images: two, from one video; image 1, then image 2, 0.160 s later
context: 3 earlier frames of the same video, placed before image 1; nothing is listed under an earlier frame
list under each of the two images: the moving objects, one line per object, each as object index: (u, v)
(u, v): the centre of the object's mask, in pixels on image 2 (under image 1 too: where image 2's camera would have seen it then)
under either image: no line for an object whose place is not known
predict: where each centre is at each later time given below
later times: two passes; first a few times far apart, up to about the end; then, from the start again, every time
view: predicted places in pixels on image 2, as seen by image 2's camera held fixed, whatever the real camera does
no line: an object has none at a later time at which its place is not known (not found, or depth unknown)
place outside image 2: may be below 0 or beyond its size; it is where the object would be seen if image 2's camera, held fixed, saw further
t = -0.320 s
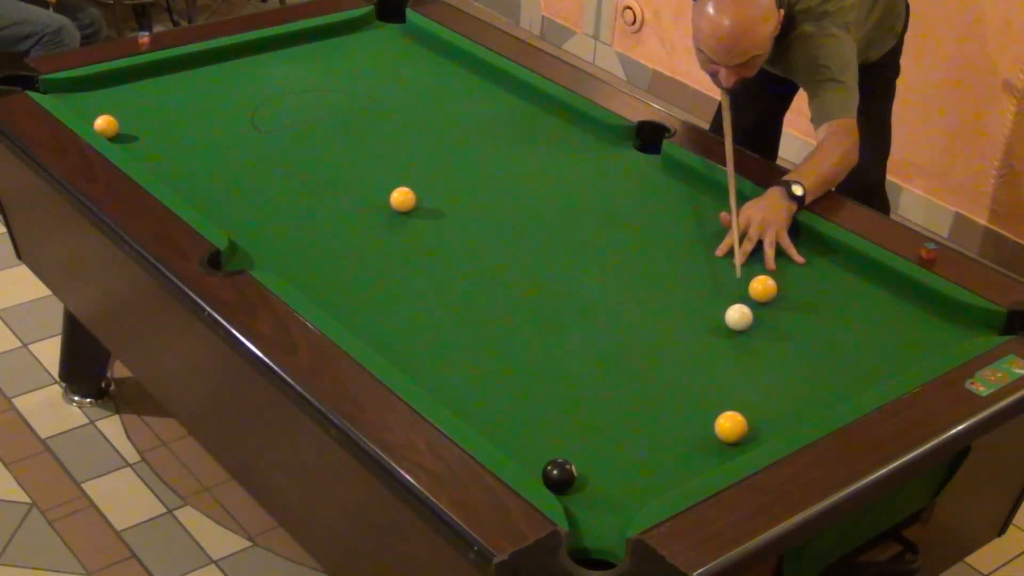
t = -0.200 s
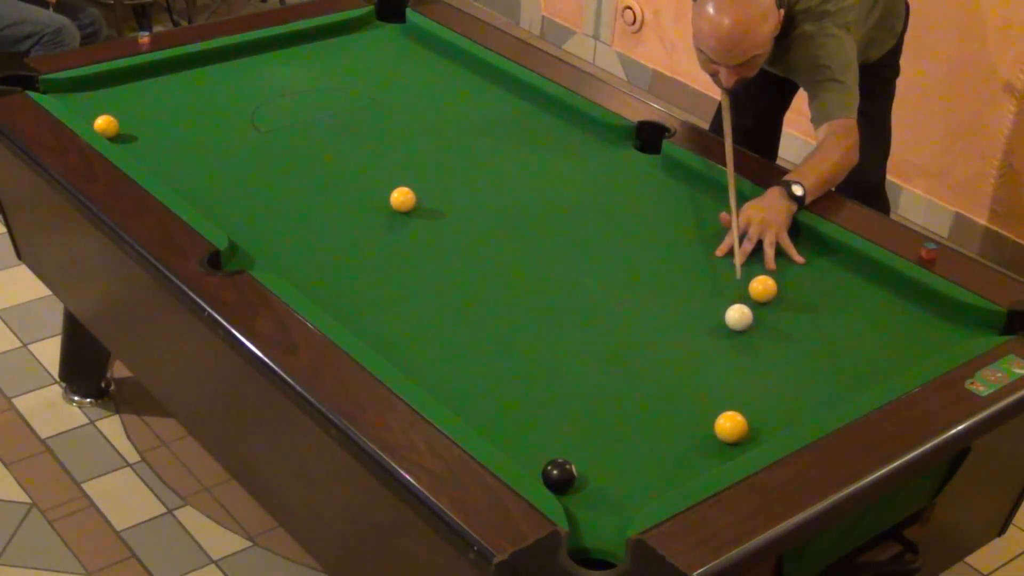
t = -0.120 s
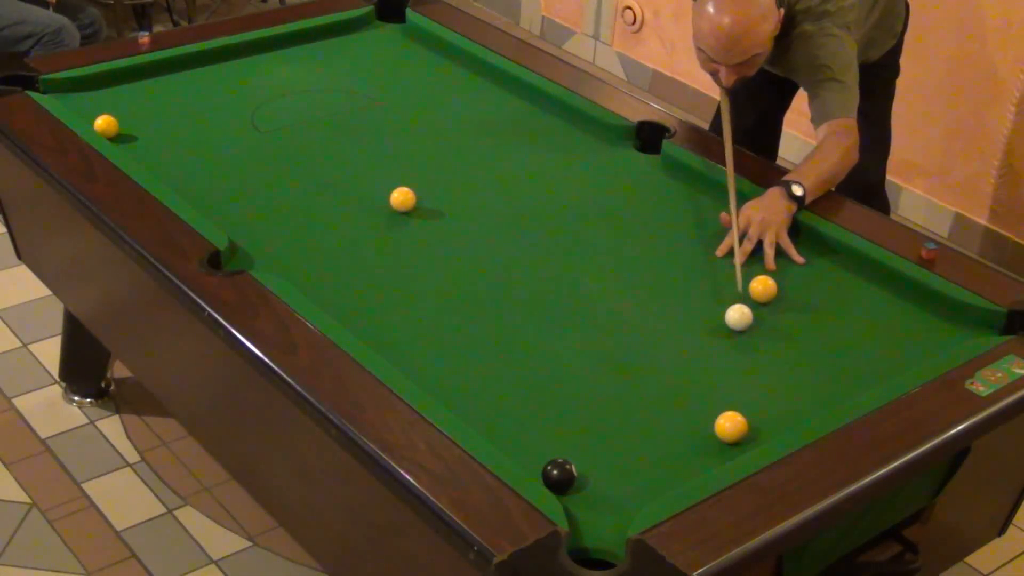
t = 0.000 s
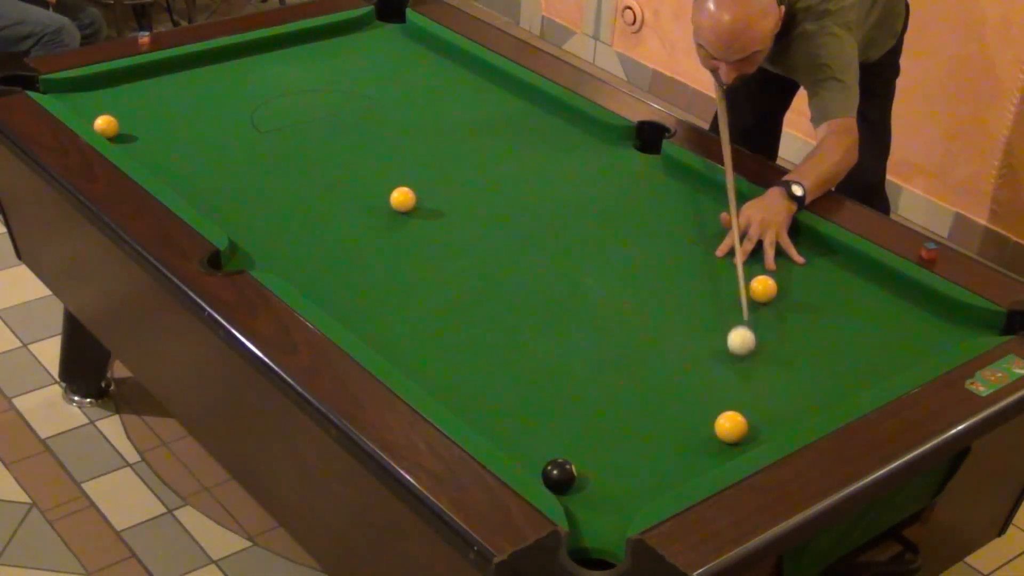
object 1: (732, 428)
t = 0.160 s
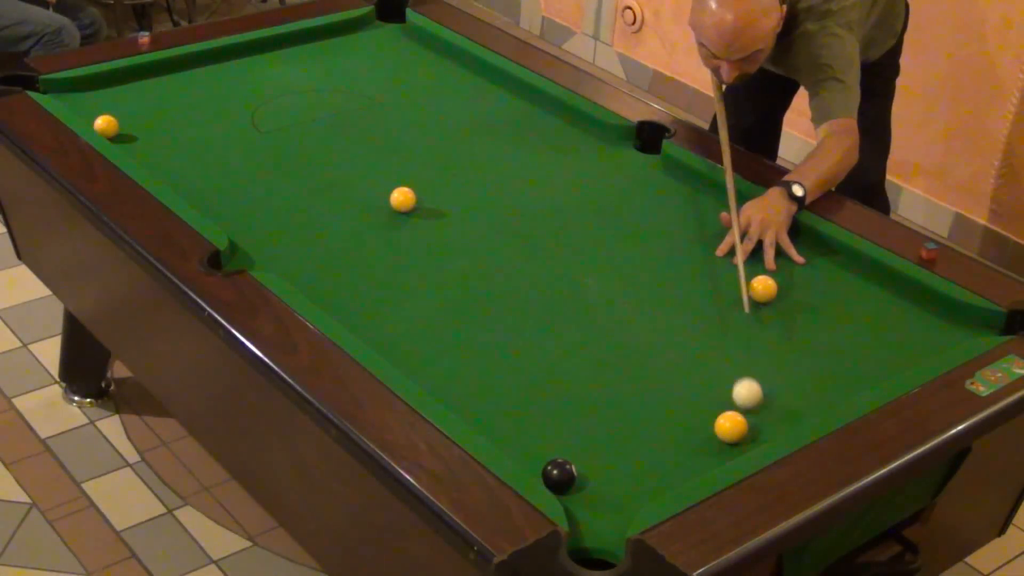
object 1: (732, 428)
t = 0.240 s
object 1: (727, 431)
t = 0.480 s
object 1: (687, 457)
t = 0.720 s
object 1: (650, 481)
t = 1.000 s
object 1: (607, 508)
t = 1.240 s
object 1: (592, 527)
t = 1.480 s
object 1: (601, 562)
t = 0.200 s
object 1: (731, 428)
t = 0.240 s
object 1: (727, 431)
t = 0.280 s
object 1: (719, 436)
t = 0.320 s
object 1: (713, 440)
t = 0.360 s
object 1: (706, 444)
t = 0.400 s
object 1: (700, 448)
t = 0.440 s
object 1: (694, 453)
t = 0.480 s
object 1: (687, 457)
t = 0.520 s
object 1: (681, 461)
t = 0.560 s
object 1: (675, 465)
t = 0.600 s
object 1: (668, 469)
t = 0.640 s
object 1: (662, 473)
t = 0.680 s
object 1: (656, 477)
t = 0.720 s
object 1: (650, 481)
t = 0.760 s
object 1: (644, 485)
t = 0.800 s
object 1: (638, 489)
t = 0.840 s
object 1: (631, 493)
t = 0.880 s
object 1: (625, 497)
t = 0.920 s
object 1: (619, 501)
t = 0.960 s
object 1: (613, 505)
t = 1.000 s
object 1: (607, 508)
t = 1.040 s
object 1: (601, 512)
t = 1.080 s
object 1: (595, 515)
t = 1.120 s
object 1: (590, 519)
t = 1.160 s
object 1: (585, 523)
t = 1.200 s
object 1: (588, 525)
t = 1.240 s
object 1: (592, 527)
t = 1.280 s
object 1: (595, 529)
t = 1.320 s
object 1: (598, 532)
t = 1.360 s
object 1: (601, 535)
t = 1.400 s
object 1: (602, 541)
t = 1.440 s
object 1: (603, 552)
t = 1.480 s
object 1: (601, 562)
